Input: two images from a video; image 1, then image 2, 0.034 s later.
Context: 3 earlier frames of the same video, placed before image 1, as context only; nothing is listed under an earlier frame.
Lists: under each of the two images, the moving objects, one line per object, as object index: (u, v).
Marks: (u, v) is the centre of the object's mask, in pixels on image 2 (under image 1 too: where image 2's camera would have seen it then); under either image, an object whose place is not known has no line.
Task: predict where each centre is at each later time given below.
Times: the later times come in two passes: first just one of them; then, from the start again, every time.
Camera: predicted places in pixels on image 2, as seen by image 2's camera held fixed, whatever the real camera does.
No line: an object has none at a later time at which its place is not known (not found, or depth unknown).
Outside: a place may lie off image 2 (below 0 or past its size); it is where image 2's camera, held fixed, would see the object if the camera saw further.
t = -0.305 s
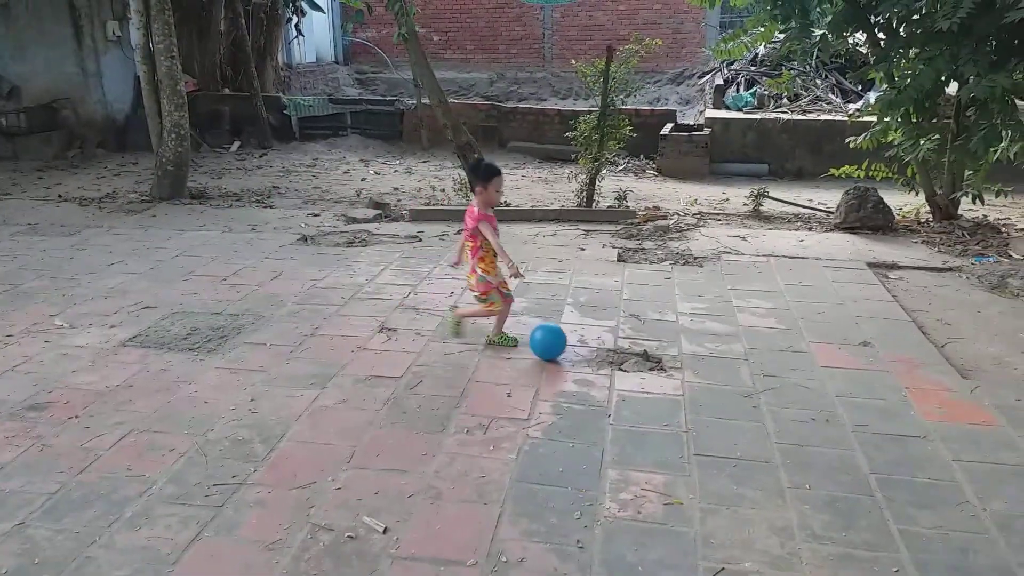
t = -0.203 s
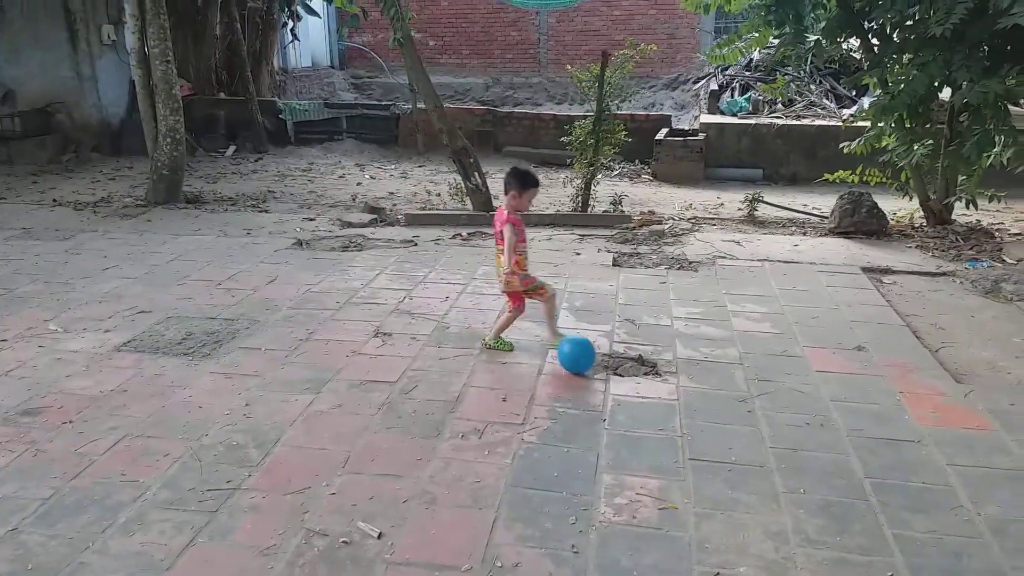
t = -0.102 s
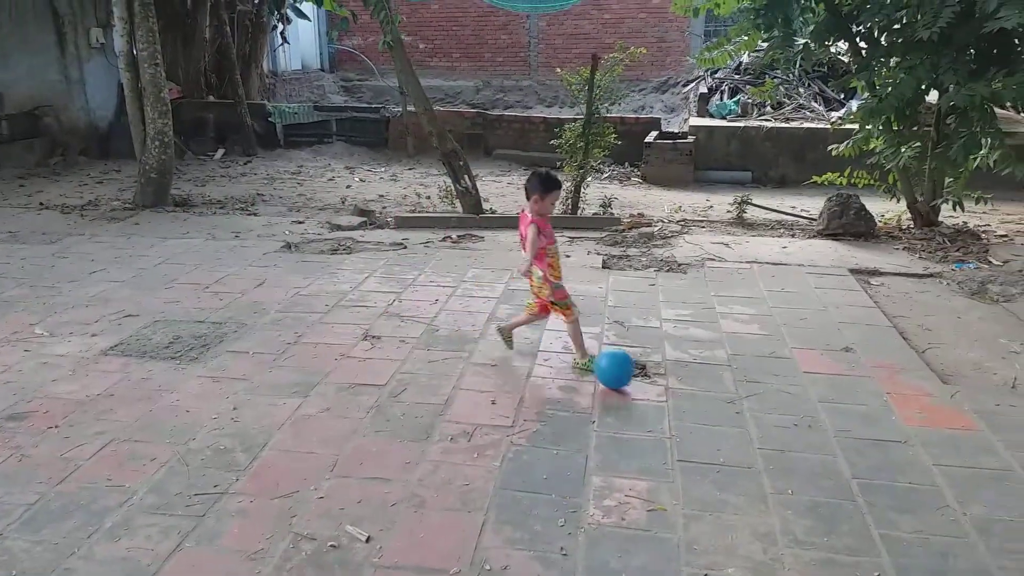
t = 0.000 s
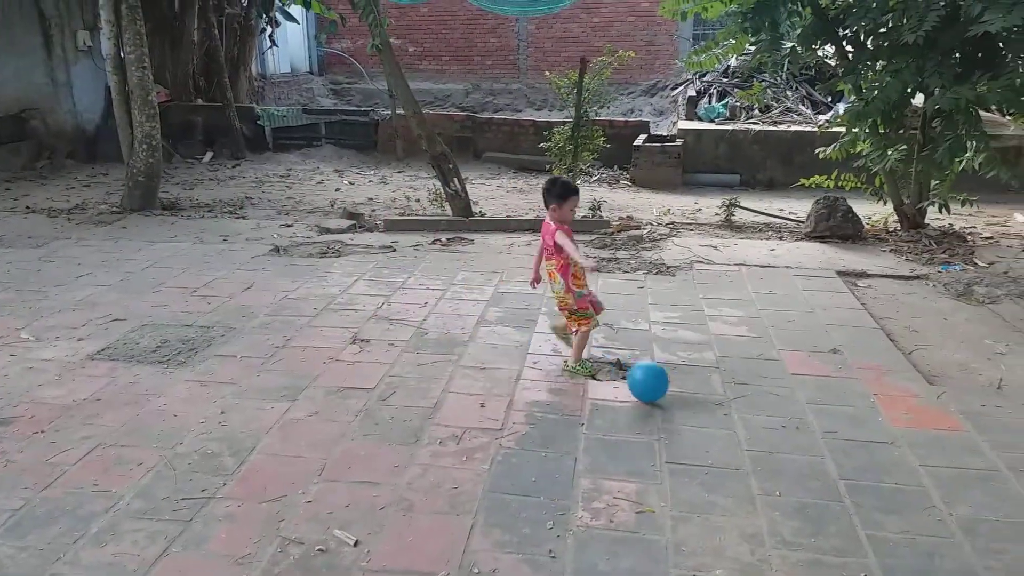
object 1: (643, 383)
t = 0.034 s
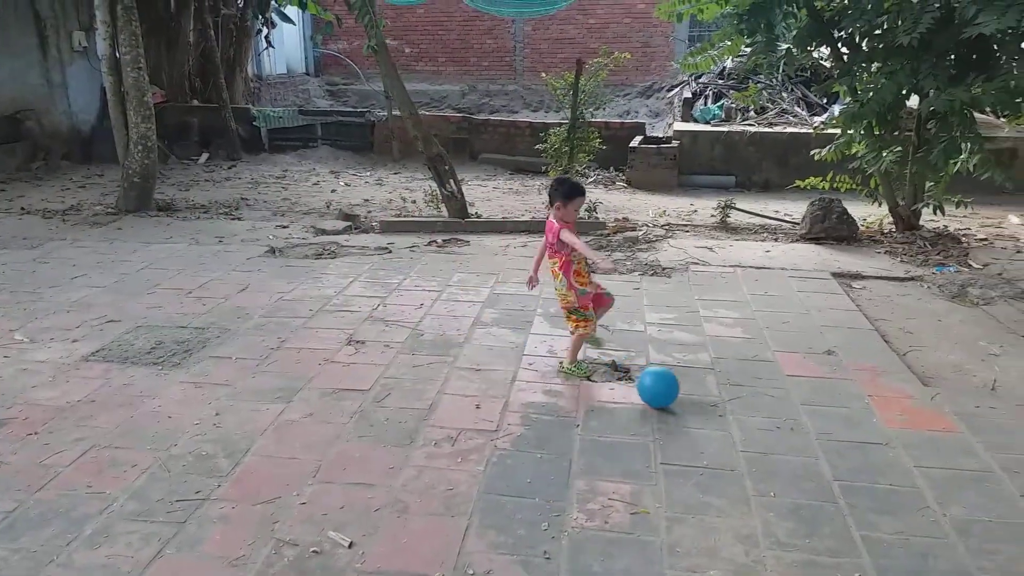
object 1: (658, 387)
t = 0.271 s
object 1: (758, 409)
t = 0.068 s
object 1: (672, 388)
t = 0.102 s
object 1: (686, 391)
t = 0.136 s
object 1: (701, 397)
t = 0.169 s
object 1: (715, 399)
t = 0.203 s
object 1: (729, 402)
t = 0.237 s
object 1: (743, 406)
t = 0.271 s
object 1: (758, 409)
